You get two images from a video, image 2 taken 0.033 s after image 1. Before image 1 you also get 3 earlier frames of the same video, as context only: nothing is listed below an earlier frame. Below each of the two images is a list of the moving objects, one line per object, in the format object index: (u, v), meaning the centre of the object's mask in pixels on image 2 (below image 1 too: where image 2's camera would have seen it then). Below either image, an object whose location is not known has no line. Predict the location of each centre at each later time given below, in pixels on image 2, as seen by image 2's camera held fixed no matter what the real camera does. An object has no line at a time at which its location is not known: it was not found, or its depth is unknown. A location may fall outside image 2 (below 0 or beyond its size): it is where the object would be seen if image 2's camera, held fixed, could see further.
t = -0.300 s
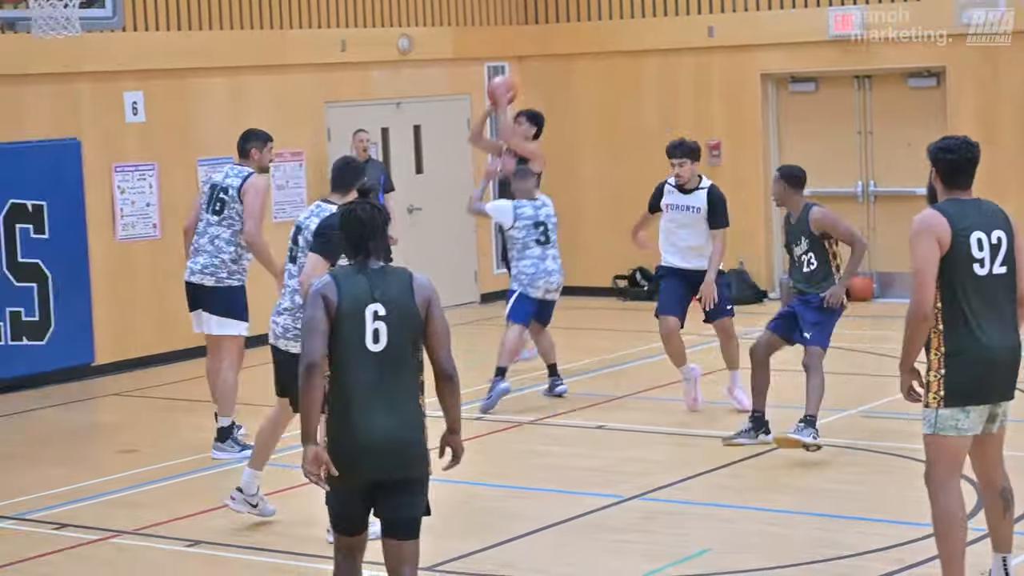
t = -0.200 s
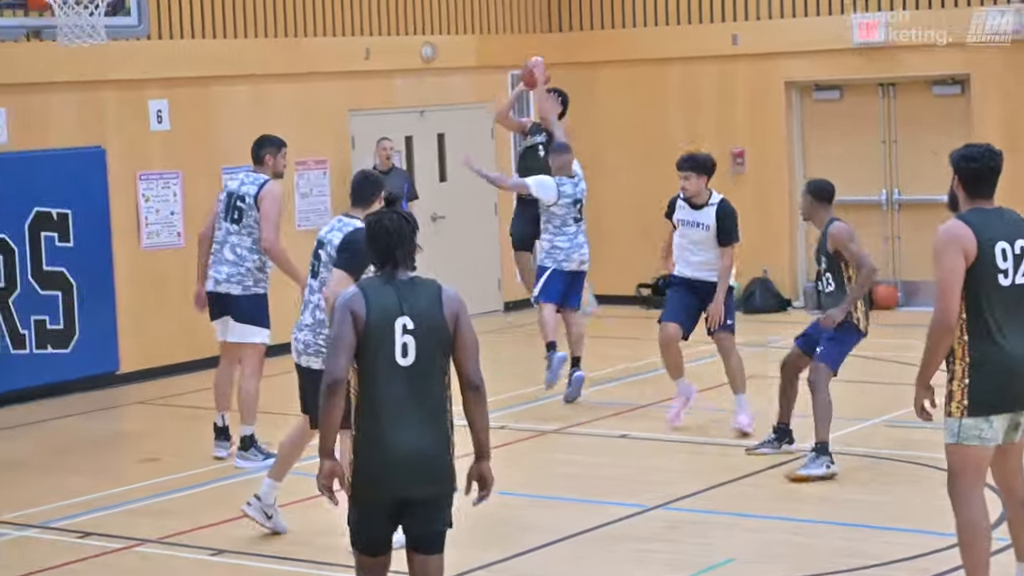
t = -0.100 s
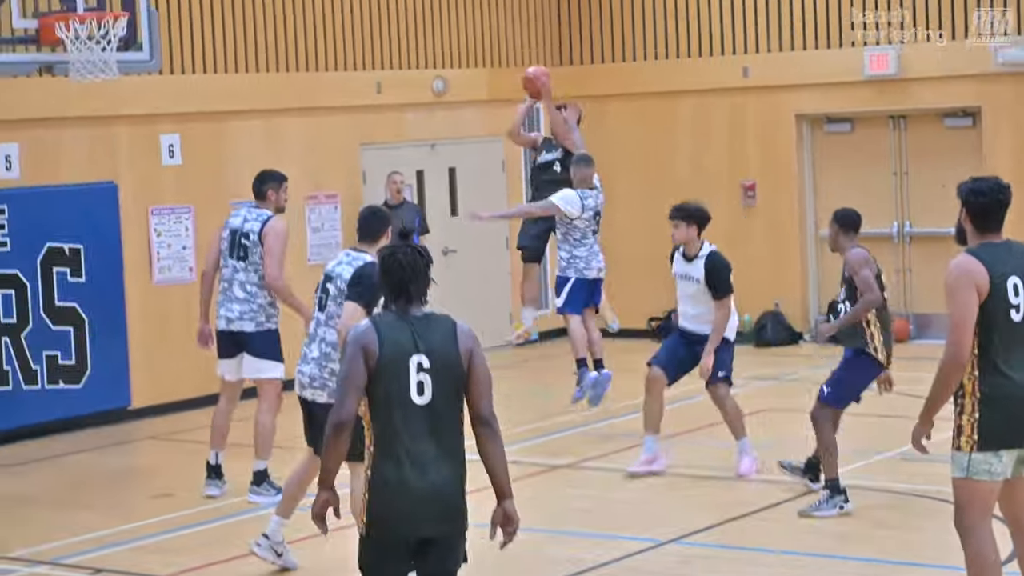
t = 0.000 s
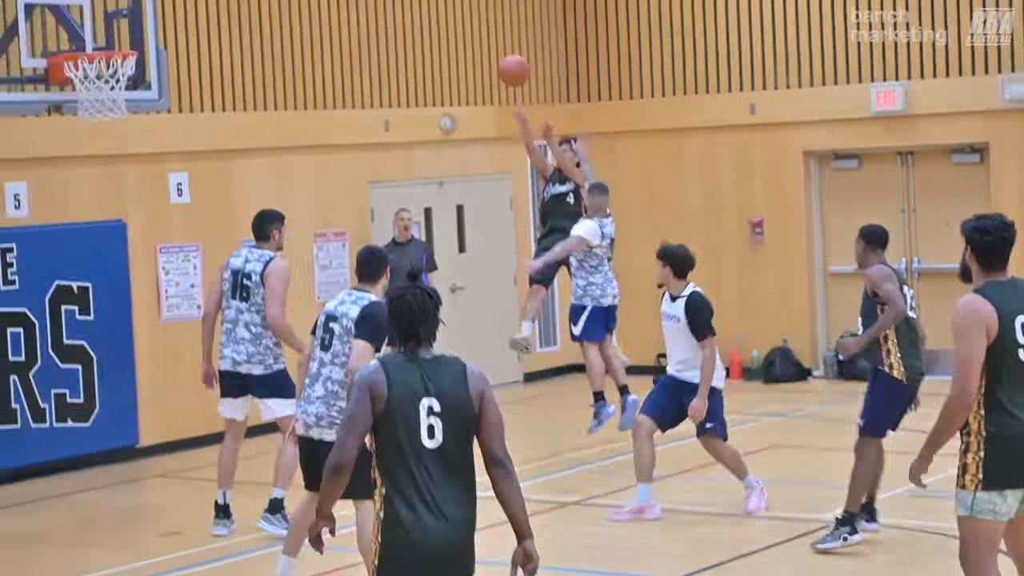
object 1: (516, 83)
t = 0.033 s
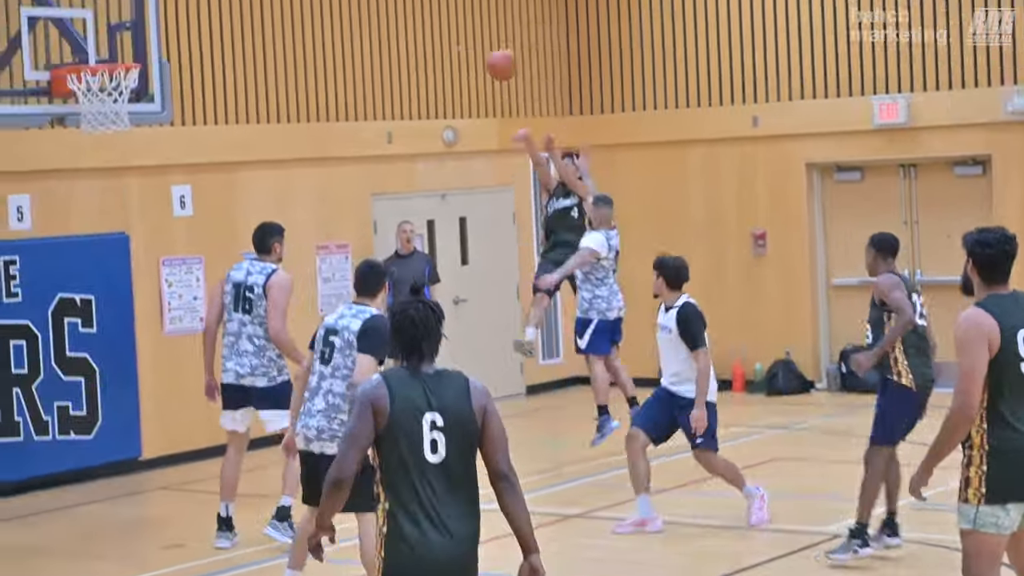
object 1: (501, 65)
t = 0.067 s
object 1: (486, 47)
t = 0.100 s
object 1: (473, 31)
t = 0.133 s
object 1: (457, 15)
